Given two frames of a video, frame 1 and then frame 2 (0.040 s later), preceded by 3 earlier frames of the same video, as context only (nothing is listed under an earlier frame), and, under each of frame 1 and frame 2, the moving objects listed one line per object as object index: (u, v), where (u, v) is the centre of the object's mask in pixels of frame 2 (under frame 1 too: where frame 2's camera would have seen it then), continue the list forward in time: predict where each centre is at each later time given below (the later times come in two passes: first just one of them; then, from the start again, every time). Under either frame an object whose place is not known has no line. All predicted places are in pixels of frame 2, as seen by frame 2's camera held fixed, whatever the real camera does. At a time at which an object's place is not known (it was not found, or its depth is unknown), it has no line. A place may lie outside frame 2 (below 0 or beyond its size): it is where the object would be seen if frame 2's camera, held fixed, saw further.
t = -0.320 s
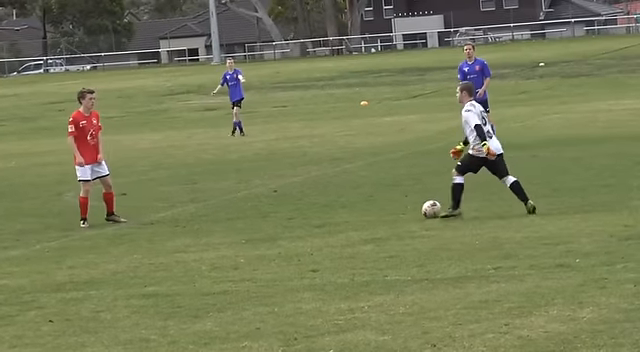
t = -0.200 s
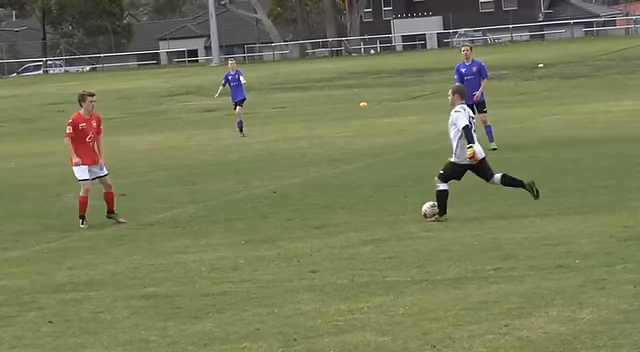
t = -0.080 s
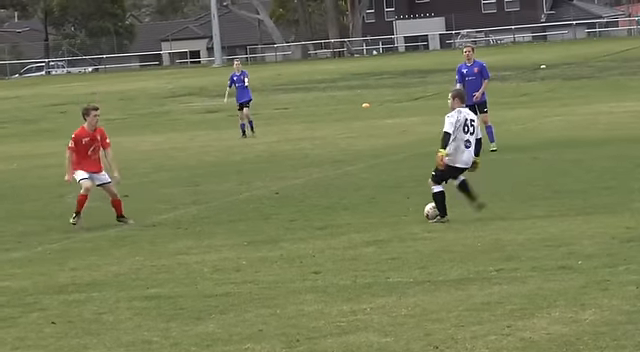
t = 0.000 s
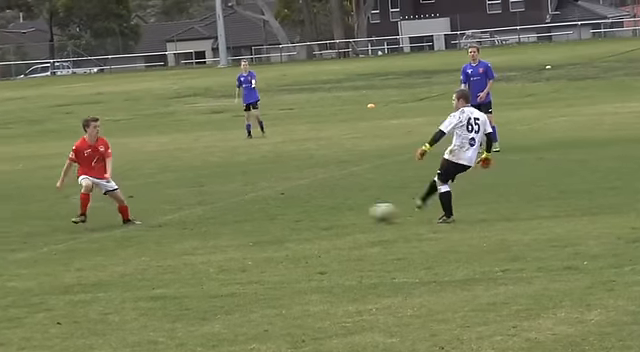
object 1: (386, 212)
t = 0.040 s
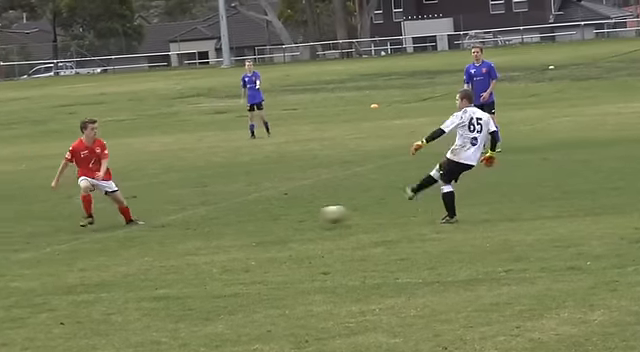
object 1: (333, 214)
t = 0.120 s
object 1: (231, 224)
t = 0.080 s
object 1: (283, 218)
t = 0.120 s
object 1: (231, 224)
